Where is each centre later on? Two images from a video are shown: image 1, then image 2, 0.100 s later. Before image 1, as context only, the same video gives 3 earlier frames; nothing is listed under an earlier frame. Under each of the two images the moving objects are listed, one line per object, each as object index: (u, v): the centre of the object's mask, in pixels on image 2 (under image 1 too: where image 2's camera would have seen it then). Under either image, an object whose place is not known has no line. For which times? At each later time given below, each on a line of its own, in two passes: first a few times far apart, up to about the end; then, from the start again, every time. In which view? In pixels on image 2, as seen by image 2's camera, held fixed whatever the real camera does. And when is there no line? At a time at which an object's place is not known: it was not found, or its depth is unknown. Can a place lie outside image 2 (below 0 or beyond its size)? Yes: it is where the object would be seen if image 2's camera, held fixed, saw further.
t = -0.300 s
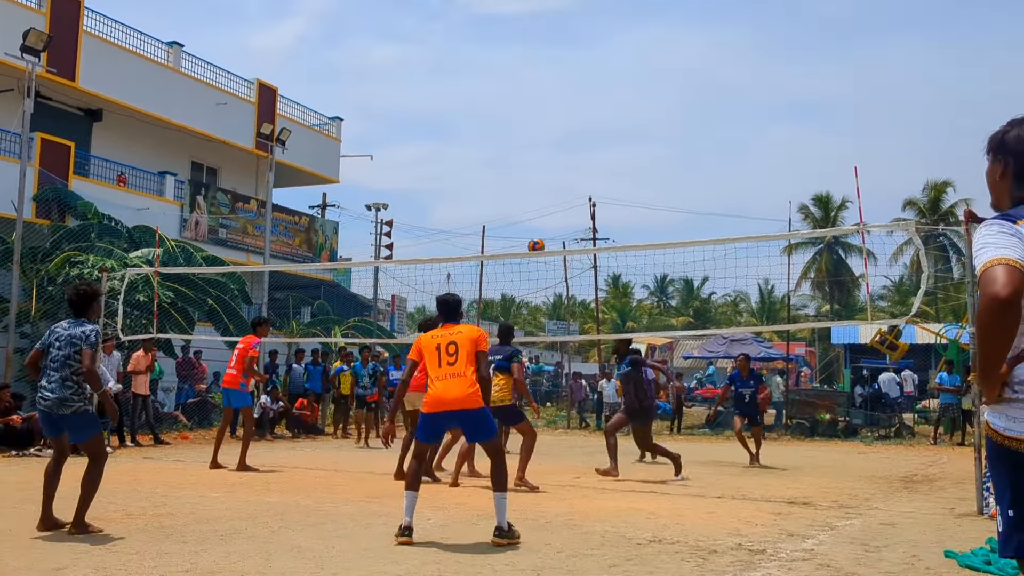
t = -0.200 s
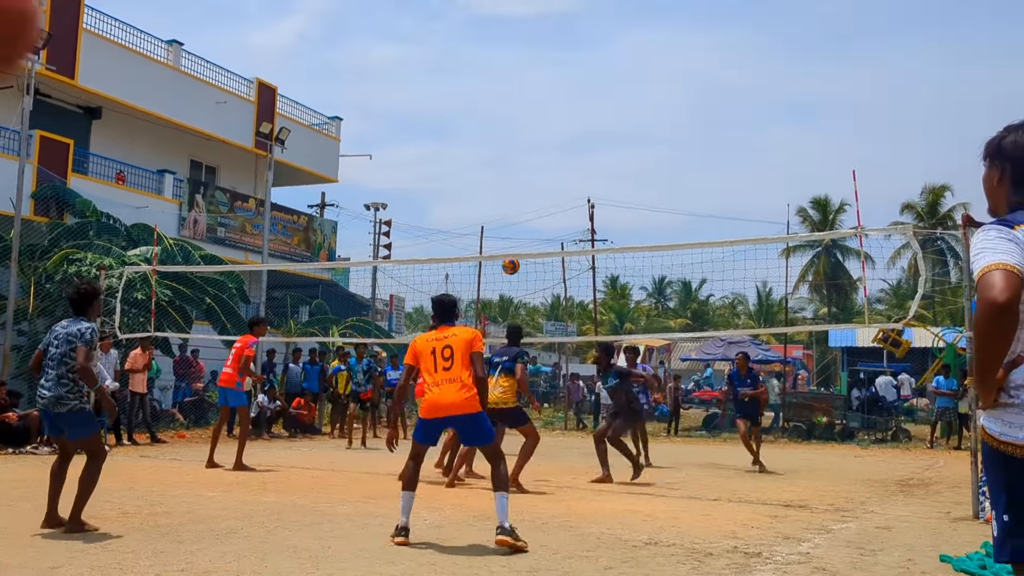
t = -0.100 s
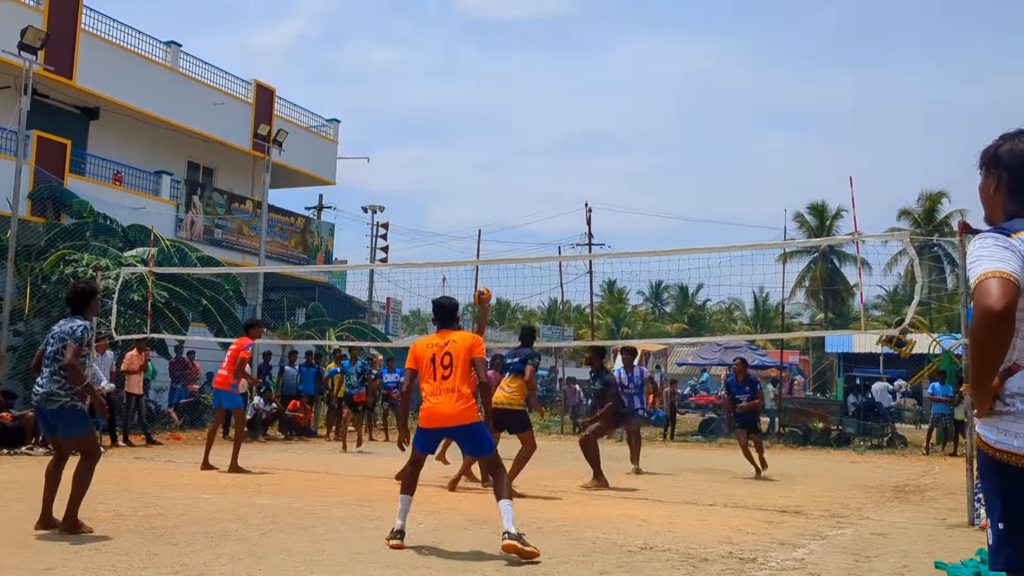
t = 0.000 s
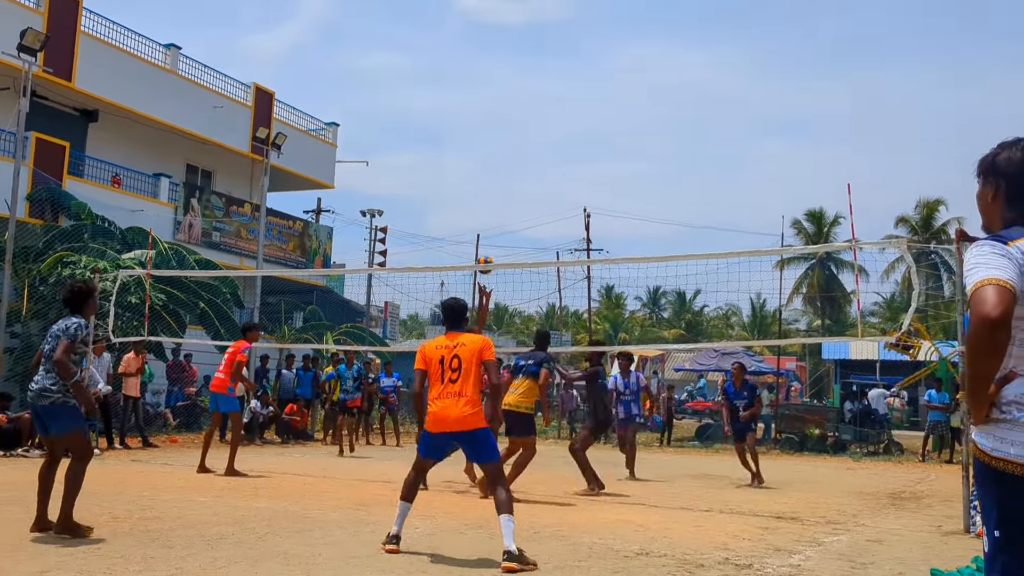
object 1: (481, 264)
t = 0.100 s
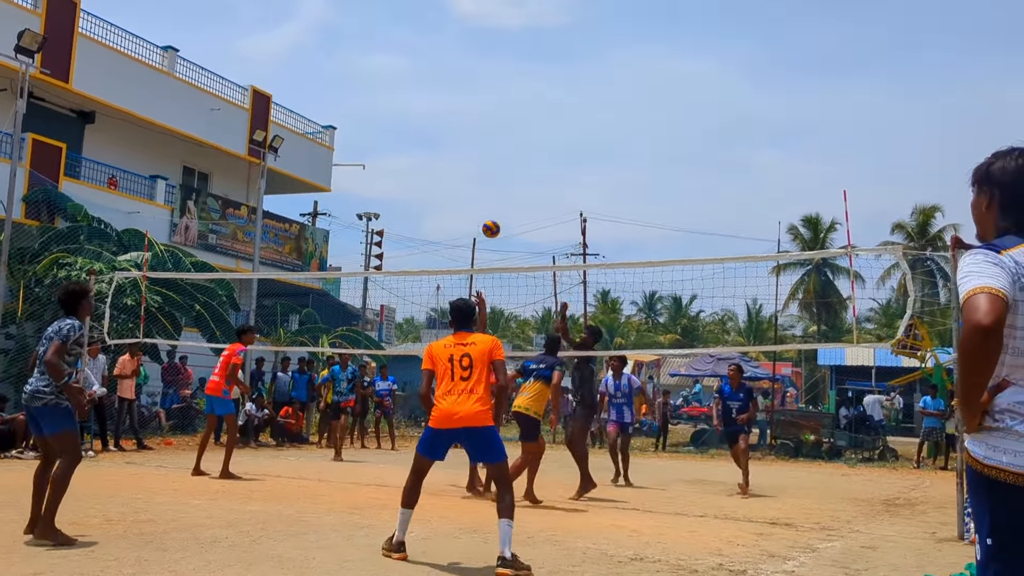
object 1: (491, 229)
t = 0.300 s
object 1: (511, 174)
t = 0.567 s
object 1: (535, 153)
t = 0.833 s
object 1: (556, 190)
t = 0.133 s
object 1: (494, 217)
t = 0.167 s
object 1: (498, 207)
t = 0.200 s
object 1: (501, 197)
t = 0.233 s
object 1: (504, 189)
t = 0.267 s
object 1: (508, 181)
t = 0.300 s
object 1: (511, 174)
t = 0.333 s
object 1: (514, 169)
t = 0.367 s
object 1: (517, 164)
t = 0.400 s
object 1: (520, 159)
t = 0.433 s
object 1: (523, 156)
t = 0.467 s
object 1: (526, 154)
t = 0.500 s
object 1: (529, 153)
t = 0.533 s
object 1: (532, 153)
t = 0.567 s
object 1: (535, 153)
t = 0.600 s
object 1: (538, 155)
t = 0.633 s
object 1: (541, 157)
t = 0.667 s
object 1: (544, 160)
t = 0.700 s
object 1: (546, 164)
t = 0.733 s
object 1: (549, 169)
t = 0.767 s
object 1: (551, 175)
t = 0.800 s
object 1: (554, 182)
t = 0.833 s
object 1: (556, 190)
